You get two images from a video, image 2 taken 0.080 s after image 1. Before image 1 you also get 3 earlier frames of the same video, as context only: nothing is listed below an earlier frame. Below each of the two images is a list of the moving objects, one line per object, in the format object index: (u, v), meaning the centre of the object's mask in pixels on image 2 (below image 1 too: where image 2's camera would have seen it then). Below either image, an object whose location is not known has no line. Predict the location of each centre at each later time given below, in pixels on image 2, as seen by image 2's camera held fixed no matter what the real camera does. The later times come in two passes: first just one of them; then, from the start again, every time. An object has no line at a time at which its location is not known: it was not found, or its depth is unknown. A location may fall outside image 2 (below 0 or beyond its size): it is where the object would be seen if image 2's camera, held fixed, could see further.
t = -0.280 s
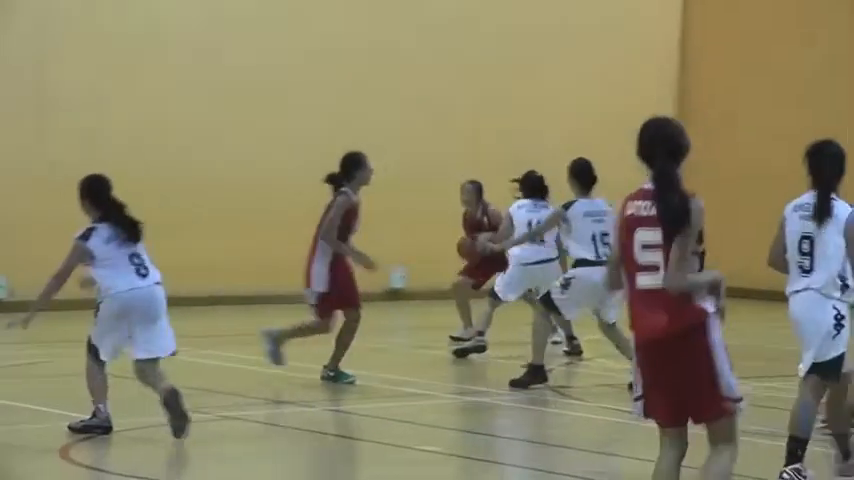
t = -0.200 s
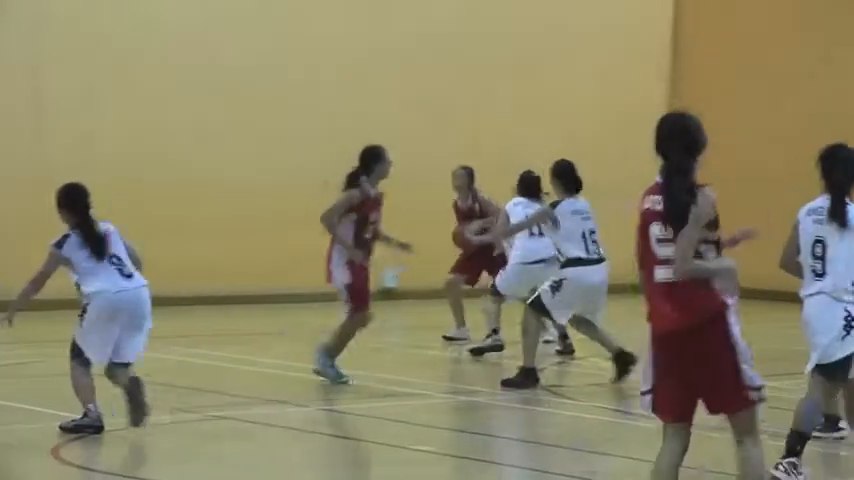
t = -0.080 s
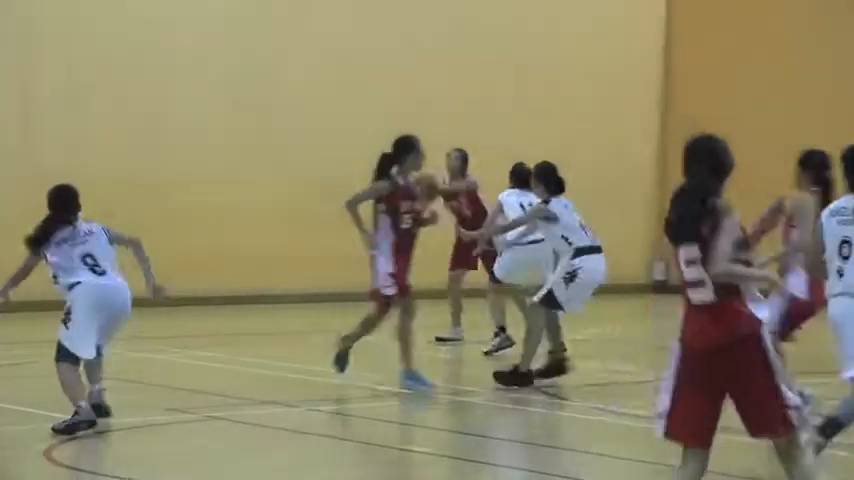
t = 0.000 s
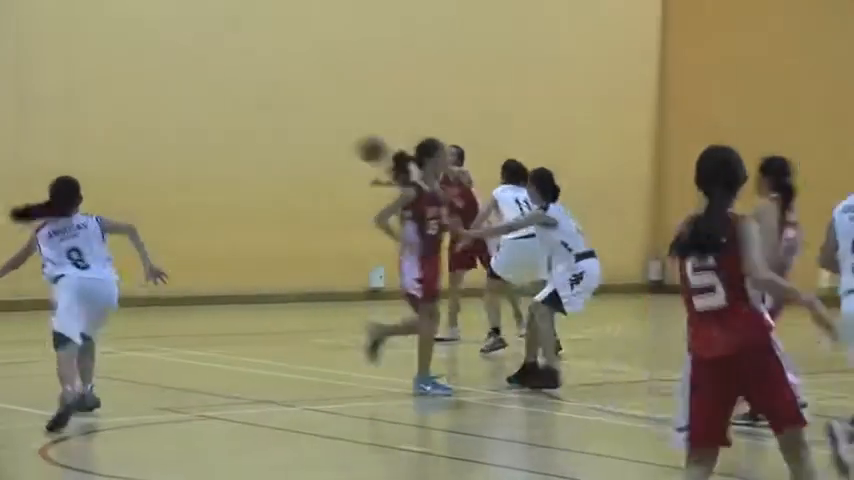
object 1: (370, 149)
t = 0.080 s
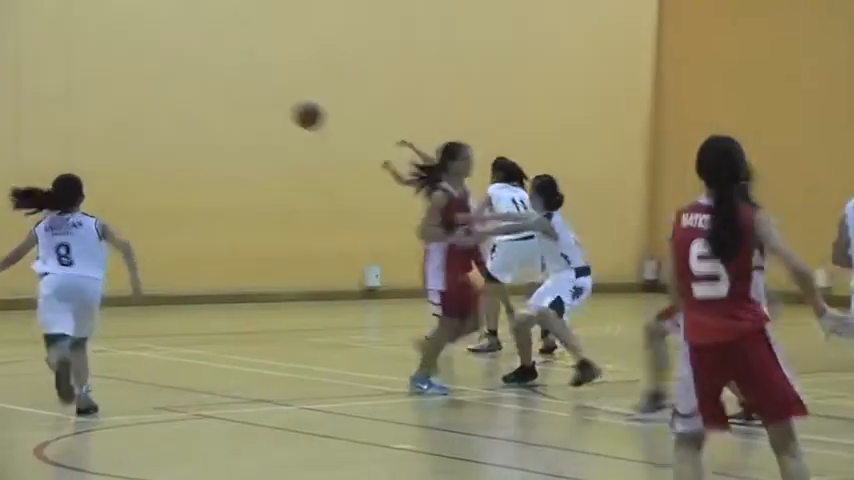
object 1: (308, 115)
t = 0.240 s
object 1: (187, 66)
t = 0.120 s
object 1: (277, 100)
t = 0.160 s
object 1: (247, 87)
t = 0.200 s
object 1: (217, 75)
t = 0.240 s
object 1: (187, 66)
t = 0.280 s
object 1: (158, 58)
